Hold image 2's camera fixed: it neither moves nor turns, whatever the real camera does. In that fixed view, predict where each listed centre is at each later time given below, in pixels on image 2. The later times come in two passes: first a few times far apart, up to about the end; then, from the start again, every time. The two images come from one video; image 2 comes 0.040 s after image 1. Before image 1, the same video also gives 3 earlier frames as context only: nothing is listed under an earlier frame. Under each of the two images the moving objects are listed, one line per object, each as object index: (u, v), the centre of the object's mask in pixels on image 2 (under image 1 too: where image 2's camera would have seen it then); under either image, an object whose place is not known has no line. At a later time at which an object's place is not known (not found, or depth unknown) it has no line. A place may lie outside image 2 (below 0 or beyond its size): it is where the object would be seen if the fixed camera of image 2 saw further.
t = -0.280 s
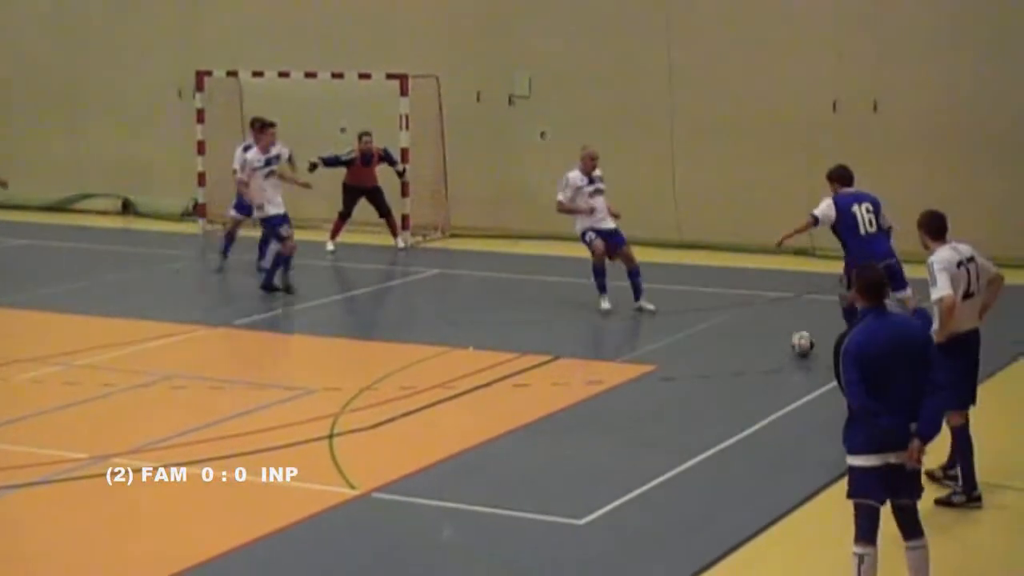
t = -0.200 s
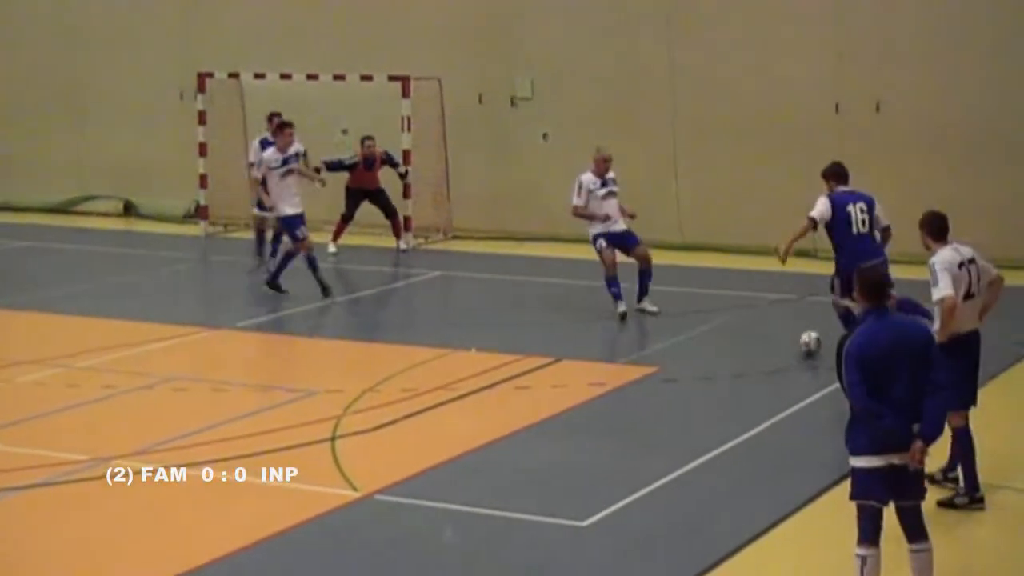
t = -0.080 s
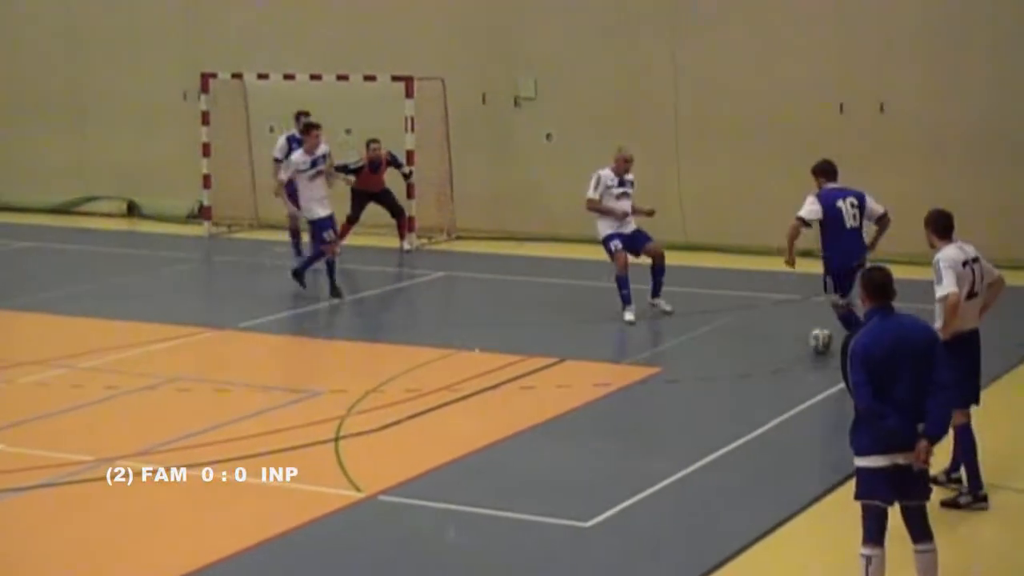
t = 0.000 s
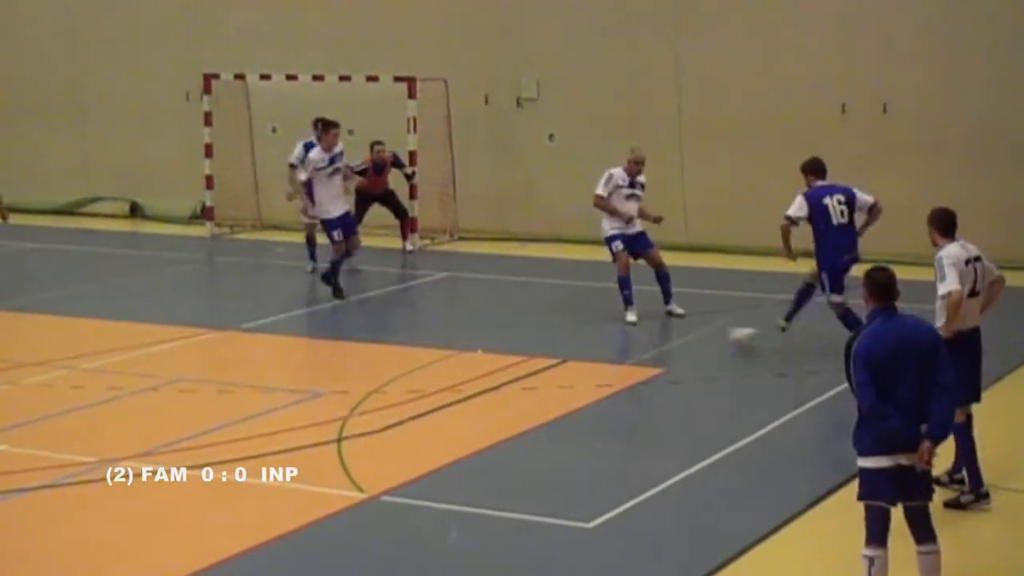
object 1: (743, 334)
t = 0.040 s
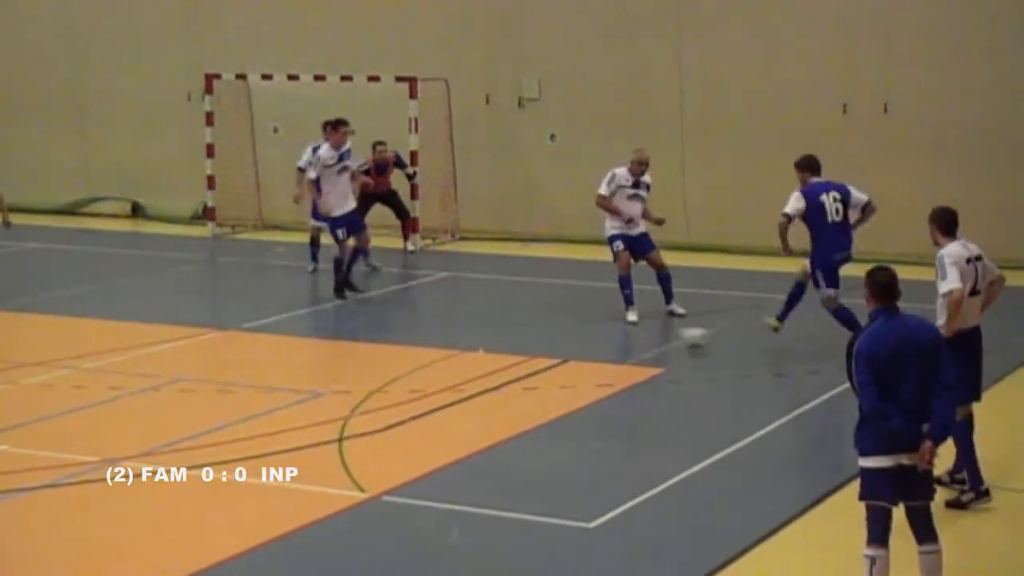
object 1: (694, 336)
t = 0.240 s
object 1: (460, 348)
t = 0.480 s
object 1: (212, 356)
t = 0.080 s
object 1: (643, 338)
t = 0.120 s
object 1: (596, 344)
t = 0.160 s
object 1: (550, 343)
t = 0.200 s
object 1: (503, 345)
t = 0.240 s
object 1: (460, 348)
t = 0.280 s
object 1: (417, 350)
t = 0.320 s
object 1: (373, 352)
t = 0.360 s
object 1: (331, 353)
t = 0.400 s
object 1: (290, 355)
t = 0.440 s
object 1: (250, 356)
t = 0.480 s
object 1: (212, 356)
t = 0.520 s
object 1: (174, 359)
